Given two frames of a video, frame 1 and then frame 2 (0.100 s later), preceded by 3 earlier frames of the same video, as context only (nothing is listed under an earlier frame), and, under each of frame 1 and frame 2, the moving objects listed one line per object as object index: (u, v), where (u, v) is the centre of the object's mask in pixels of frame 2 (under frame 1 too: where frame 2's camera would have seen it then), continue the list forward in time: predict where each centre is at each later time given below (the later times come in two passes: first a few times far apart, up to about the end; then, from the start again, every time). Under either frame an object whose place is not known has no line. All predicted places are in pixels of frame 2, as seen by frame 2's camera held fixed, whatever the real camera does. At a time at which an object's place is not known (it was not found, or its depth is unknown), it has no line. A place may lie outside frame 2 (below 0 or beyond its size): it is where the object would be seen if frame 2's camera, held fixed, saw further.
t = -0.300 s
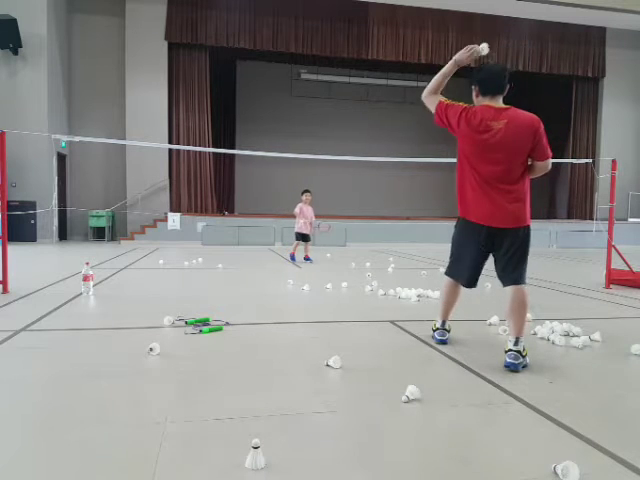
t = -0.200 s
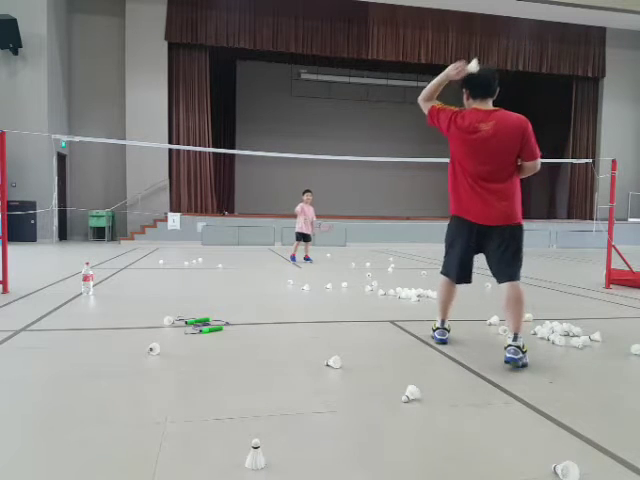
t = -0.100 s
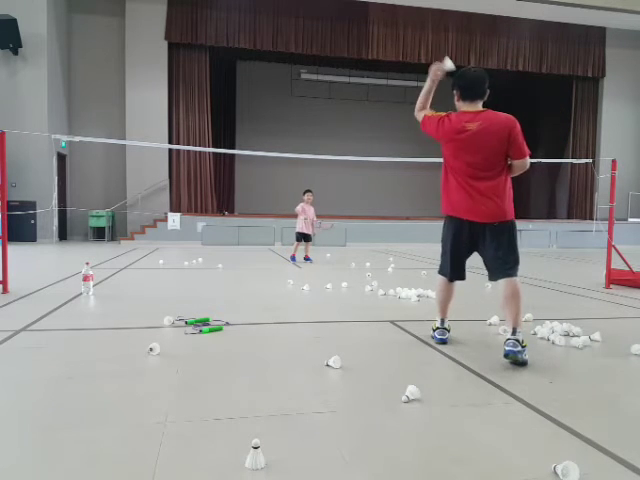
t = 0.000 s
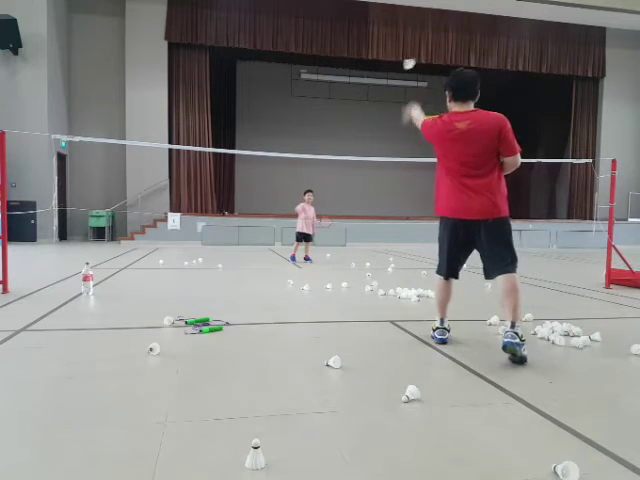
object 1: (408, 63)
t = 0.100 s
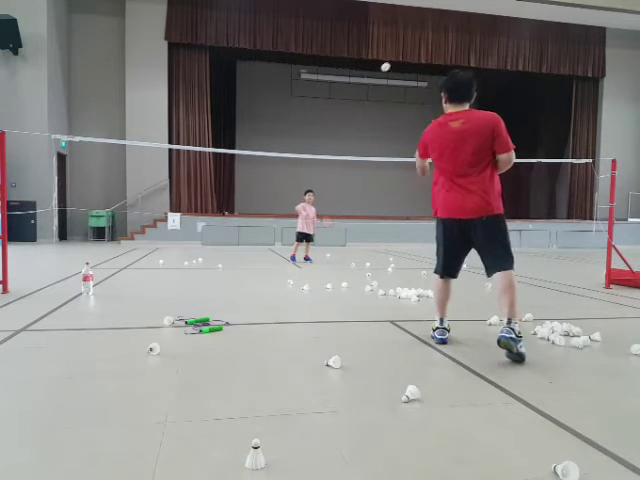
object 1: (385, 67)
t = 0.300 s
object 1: (363, 98)
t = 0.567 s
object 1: (348, 155)
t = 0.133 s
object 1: (381, 69)
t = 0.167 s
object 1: (376, 74)
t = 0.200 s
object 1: (373, 80)
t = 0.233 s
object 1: (369, 86)
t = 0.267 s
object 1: (365, 92)
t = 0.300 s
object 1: (363, 98)
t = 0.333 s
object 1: (359, 104)
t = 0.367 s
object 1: (357, 111)
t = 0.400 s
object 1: (355, 118)
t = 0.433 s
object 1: (353, 125)
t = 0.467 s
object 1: (351, 132)
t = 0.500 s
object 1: (350, 139)
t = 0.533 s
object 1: (348, 148)
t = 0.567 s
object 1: (348, 155)
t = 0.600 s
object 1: (346, 164)
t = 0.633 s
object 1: (345, 172)
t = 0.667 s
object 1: (344, 181)
